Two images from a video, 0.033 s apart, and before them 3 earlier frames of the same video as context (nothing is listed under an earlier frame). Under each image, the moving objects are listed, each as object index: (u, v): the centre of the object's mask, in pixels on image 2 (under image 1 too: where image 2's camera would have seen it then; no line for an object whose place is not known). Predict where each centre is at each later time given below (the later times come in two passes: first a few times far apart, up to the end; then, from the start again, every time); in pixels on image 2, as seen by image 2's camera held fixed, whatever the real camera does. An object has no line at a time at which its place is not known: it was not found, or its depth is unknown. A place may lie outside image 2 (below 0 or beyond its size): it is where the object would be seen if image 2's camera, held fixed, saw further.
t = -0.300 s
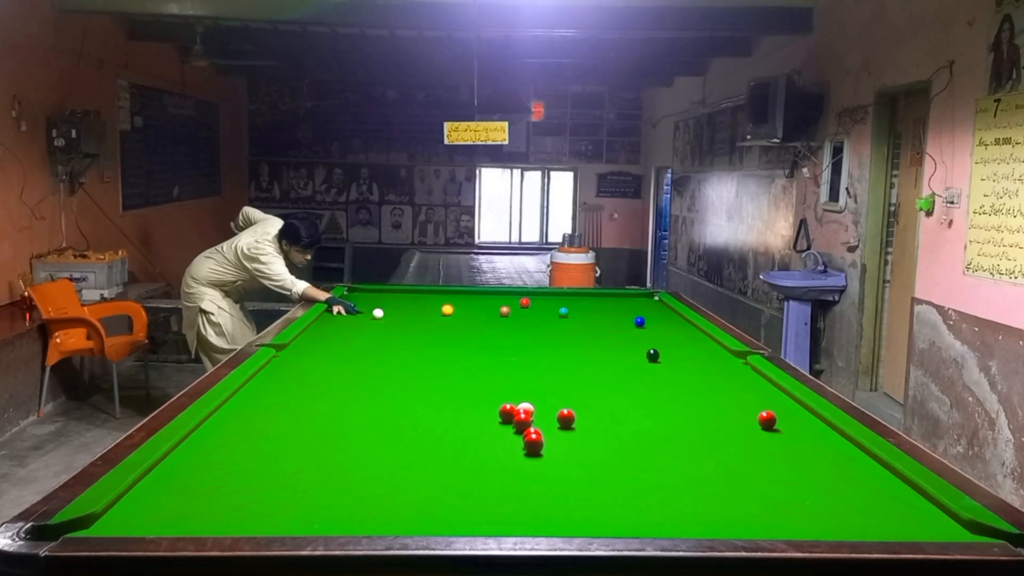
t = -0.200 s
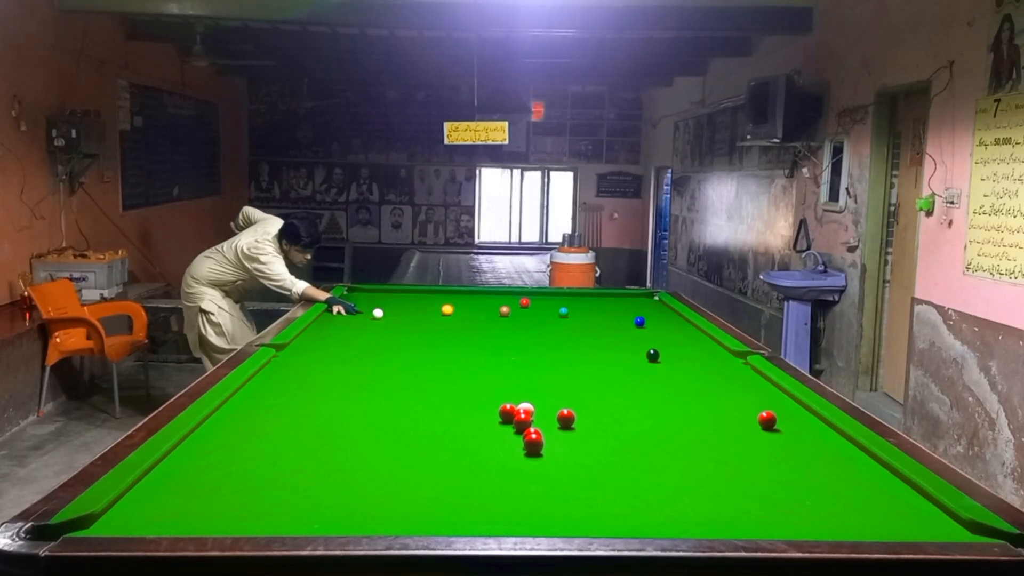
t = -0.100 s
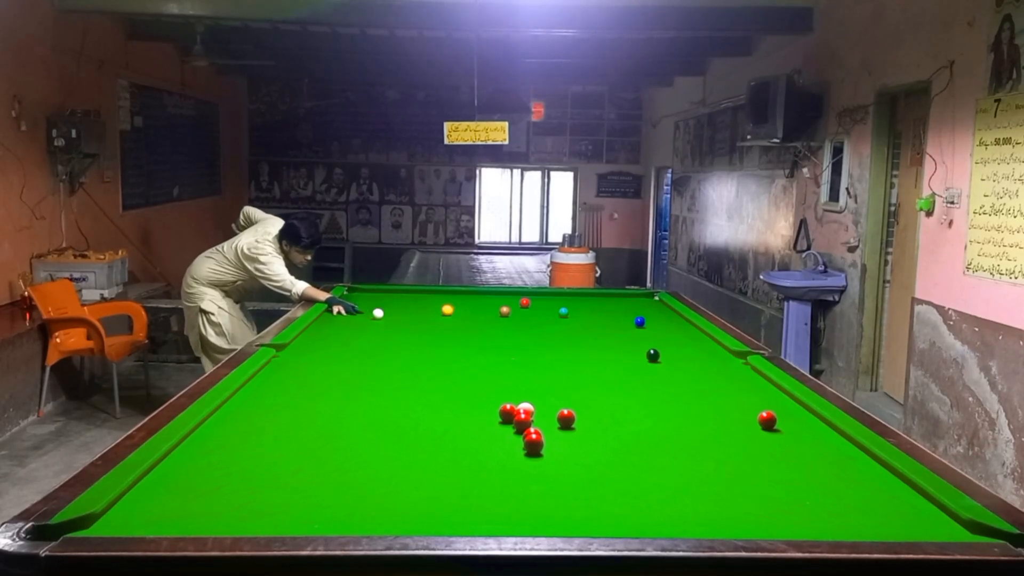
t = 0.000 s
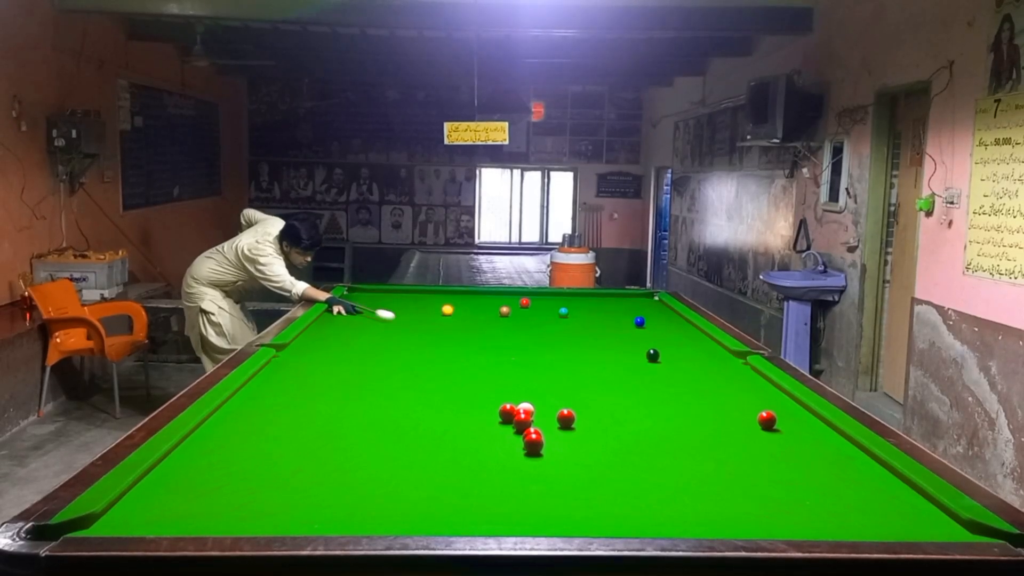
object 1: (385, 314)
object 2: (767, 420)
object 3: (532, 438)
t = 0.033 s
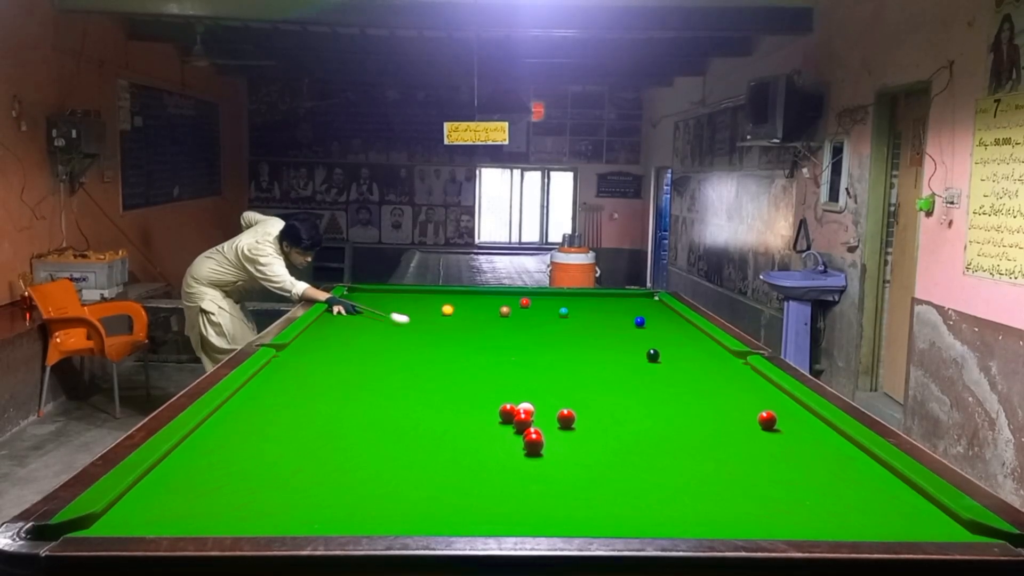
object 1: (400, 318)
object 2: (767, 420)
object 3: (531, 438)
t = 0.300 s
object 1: (523, 350)
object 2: (767, 420)
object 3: (531, 438)
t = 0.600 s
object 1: (716, 401)
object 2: (767, 420)
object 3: (531, 438)
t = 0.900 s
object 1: (762, 415)
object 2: (871, 482)
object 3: (532, 438)
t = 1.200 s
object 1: (673, 425)
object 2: (933, 523)
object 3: (531, 438)
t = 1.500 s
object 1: (582, 433)
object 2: (813, 518)
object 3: (531, 438)
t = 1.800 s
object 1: (548, 441)
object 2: (700, 514)
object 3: (529, 439)
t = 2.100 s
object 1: (547, 443)
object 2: (596, 510)
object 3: (517, 448)
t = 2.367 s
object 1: (547, 443)
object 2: (509, 507)
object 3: (509, 452)
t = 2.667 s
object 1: (547, 443)
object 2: (416, 504)
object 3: (503, 454)
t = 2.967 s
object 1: (547, 443)
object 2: (330, 501)
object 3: (500, 455)
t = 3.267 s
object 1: (547, 443)
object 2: (248, 500)
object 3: (499, 456)
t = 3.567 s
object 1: (547, 443)
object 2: (172, 499)
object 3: (499, 456)
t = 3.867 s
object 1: (547, 443)
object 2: (146, 498)
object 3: (499, 456)
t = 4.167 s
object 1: (547, 443)
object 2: (189, 497)
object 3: (499, 456)
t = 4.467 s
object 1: (547, 443)
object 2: (226, 496)
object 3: (499, 455)
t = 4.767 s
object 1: (547, 443)
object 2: (256, 497)
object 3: (499, 455)
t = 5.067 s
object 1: (547, 443)
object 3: (499, 456)
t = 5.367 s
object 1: (547, 443)
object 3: (499, 455)
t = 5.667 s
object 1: (547, 443)
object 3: (499, 455)
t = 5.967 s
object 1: (547, 443)
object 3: (499, 455)
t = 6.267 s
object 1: (547, 443)
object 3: (499, 455)
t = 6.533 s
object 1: (547, 443)
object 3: (499, 455)
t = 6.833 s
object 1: (547, 443)
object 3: (499, 455)
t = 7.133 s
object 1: (547, 443)
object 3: (499, 455)
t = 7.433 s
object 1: (547, 443)
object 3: (499, 455)
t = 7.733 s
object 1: (547, 443)
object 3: (499, 455)
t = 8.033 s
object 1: (547, 443)
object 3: (499, 455)
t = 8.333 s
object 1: (547, 443)
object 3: (499, 456)
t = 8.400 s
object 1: (547, 443)
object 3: (499, 456)
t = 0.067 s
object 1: (414, 322)
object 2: (767, 420)
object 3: (531, 438)
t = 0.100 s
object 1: (429, 326)
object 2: (767, 420)
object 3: (531, 438)
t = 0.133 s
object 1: (444, 330)
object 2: (767, 420)
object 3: (532, 438)
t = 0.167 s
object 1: (459, 334)
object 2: (767, 420)
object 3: (531, 438)
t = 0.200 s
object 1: (475, 338)
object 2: (767, 420)
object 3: (531, 438)
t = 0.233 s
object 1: (490, 342)
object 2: (767, 420)
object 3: (531, 438)
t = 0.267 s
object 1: (507, 346)
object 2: (767, 420)
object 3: (531, 438)
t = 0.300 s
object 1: (523, 350)
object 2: (767, 420)
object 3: (531, 438)
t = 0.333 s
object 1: (541, 355)
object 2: (767, 420)
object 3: (531, 438)
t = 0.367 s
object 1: (559, 360)
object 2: (767, 420)
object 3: (531, 438)
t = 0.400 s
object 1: (578, 365)
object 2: (767, 420)
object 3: (531, 438)
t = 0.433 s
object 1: (599, 370)
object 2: (767, 420)
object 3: (532, 438)
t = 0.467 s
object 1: (620, 376)
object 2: (767, 420)
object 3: (531, 438)
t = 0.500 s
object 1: (642, 381)
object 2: (767, 420)
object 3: (531, 438)
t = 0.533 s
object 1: (665, 388)
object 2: (767, 420)
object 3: (532, 438)
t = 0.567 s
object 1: (690, 394)
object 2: (767, 420)
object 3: (532, 438)
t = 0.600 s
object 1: (716, 401)
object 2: (767, 420)
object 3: (531, 438)
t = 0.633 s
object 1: (744, 408)
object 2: (767, 420)
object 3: (531, 438)
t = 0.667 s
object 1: (767, 412)
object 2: (774, 423)
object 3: (532, 438)
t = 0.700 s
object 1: (783, 413)
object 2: (787, 431)
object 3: (531, 438)
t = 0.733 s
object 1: (800, 414)
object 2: (800, 438)
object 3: (532, 438)
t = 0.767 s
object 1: (811, 415)
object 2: (815, 447)
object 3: (531, 438)
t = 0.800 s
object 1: (798, 415)
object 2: (829, 456)
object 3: (532, 438)
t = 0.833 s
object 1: (785, 415)
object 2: (843, 465)
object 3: (532, 438)
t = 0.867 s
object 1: (773, 415)
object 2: (857, 474)
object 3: (531, 438)
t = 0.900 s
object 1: (762, 415)
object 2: (871, 482)
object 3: (532, 438)
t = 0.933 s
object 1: (752, 416)
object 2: (885, 491)
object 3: (531, 438)
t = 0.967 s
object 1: (742, 417)
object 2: (901, 500)
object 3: (532, 438)
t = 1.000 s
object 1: (732, 418)
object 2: (917, 510)
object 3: (531, 438)
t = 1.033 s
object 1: (723, 419)
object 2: (932, 518)
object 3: (532, 438)
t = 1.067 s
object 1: (713, 420)
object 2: (949, 525)
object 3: (532, 438)
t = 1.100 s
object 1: (703, 421)
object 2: (964, 525)
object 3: (531, 438)
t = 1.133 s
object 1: (693, 422)
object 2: (964, 524)
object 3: (531, 438)
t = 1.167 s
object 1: (683, 423)
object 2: (948, 523)
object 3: (531, 438)
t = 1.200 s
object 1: (673, 425)
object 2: (933, 523)
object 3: (531, 438)
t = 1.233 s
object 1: (664, 426)
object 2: (920, 522)
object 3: (531, 438)
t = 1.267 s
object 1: (653, 426)
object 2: (906, 522)
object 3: (531, 438)
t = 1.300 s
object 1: (644, 427)
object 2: (892, 521)
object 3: (531, 438)
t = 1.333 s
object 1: (633, 428)
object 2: (879, 521)
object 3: (531, 438)
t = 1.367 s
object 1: (623, 429)
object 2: (865, 520)
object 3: (531, 438)
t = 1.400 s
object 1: (613, 430)
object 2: (852, 520)
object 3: (531, 438)
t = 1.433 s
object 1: (602, 432)
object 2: (839, 519)
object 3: (531, 438)
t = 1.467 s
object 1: (592, 432)
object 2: (826, 519)
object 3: (531, 438)
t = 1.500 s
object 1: (582, 433)
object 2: (813, 518)
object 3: (531, 438)
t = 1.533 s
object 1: (571, 434)
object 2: (801, 518)
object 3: (531, 438)
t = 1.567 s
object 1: (560, 435)
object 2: (788, 517)
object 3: (531, 438)
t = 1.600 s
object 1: (552, 438)
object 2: (775, 517)
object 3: (531, 439)
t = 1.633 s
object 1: (551, 439)
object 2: (762, 516)
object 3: (532, 439)
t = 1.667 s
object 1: (550, 439)
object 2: (750, 516)
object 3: (532, 440)
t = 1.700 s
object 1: (549, 440)
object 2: (737, 515)
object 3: (532, 440)
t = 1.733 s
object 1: (548, 440)
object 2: (725, 515)
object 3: (530, 440)
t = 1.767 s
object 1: (548, 441)
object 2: (713, 515)
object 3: (529, 440)
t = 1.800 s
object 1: (548, 441)
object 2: (700, 514)
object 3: (529, 439)
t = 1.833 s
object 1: (548, 441)
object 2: (689, 514)
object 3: (527, 441)
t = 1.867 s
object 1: (547, 442)
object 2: (677, 513)
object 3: (525, 442)
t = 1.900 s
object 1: (547, 442)
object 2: (665, 513)
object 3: (524, 442)
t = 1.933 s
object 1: (548, 442)
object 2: (653, 512)
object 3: (523, 442)
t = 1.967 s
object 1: (547, 442)
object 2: (642, 512)
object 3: (521, 443)
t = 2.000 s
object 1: (547, 442)
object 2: (630, 511)
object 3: (520, 443)
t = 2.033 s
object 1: (547, 442)
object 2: (619, 511)
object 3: (519, 448)
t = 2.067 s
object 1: (547, 442)
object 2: (607, 510)
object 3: (518, 448)
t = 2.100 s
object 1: (547, 443)
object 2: (596, 510)
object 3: (517, 448)
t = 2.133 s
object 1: (547, 443)
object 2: (584, 510)
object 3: (516, 449)
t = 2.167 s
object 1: (547, 443)
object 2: (574, 510)
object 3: (515, 449)
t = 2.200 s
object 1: (547, 443)
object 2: (563, 509)
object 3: (514, 450)
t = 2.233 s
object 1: (547, 443)
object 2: (552, 509)
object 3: (513, 450)
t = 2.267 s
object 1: (547, 443)
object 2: (541, 508)
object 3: (512, 450)
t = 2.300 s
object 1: (547, 443)
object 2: (530, 508)
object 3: (511, 451)
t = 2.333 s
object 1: (547, 443)
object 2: (519, 508)
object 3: (510, 451)
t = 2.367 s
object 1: (547, 443)
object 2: (509, 507)
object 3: (509, 452)
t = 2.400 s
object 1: (547, 443)
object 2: (498, 507)
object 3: (509, 452)
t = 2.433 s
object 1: (547, 443)
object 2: (487, 506)
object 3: (508, 452)
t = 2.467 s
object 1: (547, 443)
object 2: (477, 506)
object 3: (507, 452)
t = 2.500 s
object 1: (547, 443)
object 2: (467, 505)
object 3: (506, 453)
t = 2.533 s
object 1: (547, 443)
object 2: (457, 505)
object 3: (506, 453)
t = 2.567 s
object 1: (547, 443)
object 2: (446, 505)
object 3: (505, 453)
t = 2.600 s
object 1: (547, 443)
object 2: (436, 505)
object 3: (504, 453)
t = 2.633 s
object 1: (547, 443)
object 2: (426, 504)
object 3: (504, 454)
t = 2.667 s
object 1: (547, 443)
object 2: (416, 504)
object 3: (503, 454)
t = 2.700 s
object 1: (547, 443)
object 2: (406, 503)
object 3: (503, 454)
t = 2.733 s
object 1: (547, 443)
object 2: (397, 503)
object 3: (502, 454)
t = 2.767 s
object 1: (547, 443)
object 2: (387, 503)
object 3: (502, 454)
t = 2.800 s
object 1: (547, 443)
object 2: (377, 502)
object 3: (501, 455)
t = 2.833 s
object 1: (547, 443)
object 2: (368, 502)
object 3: (501, 455)
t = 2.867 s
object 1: (547, 443)
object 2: (358, 501)
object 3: (501, 455)
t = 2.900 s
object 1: (547, 443)
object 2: (348, 501)
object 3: (500, 455)
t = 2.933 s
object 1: (547, 443)
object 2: (339, 502)
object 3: (500, 455)
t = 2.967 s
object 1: (547, 443)
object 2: (330, 501)
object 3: (500, 455)
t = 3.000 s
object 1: (547, 443)
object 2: (320, 501)
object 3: (499, 455)
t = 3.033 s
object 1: (547, 443)
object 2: (311, 500)
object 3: (499, 455)
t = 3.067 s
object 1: (547, 443)
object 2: (302, 500)
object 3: (499, 455)
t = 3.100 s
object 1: (547, 443)
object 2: (293, 500)
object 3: (499, 456)
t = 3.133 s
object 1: (547, 443)
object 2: (284, 500)
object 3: (499, 456)
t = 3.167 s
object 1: (547, 443)
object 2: (275, 500)
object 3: (499, 456)
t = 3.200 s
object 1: (547, 443)
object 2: (266, 500)
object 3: (499, 456)
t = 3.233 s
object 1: (547, 443)
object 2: (257, 500)
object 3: (499, 456)
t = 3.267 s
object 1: (547, 443)
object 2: (248, 500)
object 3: (499, 456)
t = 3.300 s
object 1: (547, 443)
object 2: (240, 500)
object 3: (499, 456)
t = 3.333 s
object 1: (547, 443)
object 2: (231, 500)
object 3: (499, 456)
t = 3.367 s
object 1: (547, 443)
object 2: (222, 500)
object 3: (499, 456)
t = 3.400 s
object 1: (547, 443)
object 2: (214, 500)
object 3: (499, 456)
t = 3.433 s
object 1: (547, 443)
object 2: (205, 499)
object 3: (499, 456)
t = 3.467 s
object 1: (547, 443)
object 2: (197, 499)
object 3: (499, 455)
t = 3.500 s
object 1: (547, 443)
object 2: (188, 499)
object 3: (499, 455)
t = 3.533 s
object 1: (547, 443)
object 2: (180, 499)
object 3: (499, 456)
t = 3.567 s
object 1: (547, 443)
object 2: (172, 499)
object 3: (499, 456)
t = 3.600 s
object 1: (547, 443)
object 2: (164, 499)
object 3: (499, 456)
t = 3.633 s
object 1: (547, 443)
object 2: (155, 499)
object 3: (499, 456)
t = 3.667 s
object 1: (547, 443)
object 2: (148, 498)
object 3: (499, 456)
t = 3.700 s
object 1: (547, 443)
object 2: (140, 499)
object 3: (499, 456)
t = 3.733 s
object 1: (547, 443)
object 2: (132, 498)
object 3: (499, 456)
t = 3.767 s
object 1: (547, 443)
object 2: (131, 498)
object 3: (499, 456)
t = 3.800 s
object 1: (547, 443)
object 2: (136, 498)
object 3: (499, 456)
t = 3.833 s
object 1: (547, 443)
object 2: (141, 498)
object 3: (499, 456)
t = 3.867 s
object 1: (547, 443)
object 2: (146, 498)
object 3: (499, 456)
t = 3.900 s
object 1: (547, 443)
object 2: (152, 498)
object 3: (499, 456)
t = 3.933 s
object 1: (547, 443)
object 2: (157, 498)
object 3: (499, 456)
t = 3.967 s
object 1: (547, 443)
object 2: (162, 497)
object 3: (499, 455)
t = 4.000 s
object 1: (547, 443)
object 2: (167, 497)
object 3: (499, 455)
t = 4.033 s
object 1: (547, 443)
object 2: (171, 497)
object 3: (499, 455)
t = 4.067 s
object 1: (547, 443)
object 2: (176, 497)
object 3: (499, 456)
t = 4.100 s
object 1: (547, 443)
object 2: (181, 497)
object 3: (499, 456)
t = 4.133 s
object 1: (547, 443)
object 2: (185, 497)
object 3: (499, 456)
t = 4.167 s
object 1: (547, 443)
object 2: (189, 497)
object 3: (499, 456)
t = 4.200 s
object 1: (547, 443)
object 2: (194, 497)
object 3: (499, 456)
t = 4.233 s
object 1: (547, 443)
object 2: (199, 497)
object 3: (499, 455)
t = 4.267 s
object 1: (547, 443)
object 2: (203, 497)
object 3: (499, 455)
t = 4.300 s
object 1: (547, 443)
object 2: (207, 496)
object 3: (499, 455)
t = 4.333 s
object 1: (547, 443)
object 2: (211, 497)
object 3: (499, 455)
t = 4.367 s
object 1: (547, 443)
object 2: (215, 496)
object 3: (499, 455)
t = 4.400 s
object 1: (547, 443)
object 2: (219, 497)
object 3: (499, 455)
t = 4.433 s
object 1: (547, 443)
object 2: (223, 496)
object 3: (499, 455)
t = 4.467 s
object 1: (547, 443)
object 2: (226, 496)
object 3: (499, 455)
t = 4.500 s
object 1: (547, 443)
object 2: (230, 496)
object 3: (499, 455)
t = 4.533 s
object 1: (547, 443)
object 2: (234, 497)
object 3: (499, 455)
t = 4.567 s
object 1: (547, 443)
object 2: (237, 497)
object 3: (499, 455)
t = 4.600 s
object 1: (547, 443)
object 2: (240, 497)
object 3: (499, 455)
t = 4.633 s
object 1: (547, 443)
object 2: (244, 497)
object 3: (499, 455)
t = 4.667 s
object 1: (547, 443)
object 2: (247, 497)
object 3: (499, 455)
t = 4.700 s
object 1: (547, 443)
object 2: (250, 497)
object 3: (499, 455)
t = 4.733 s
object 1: (547, 443)
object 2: (253, 496)
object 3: (499, 455)
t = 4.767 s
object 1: (547, 443)
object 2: (256, 497)
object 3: (499, 455)
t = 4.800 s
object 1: (547, 443)
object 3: (499, 455)
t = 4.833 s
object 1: (547, 443)
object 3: (499, 455)
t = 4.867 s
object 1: (547, 443)
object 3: (499, 455)
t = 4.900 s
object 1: (547, 443)
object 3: (499, 455)
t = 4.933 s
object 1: (547, 443)
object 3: (499, 455)
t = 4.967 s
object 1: (547, 443)
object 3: (499, 455)
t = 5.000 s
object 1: (547, 443)
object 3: (499, 455)
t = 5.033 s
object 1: (547, 443)
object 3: (499, 456)
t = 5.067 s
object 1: (547, 443)
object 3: (499, 456)
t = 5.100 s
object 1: (547, 443)
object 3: (499, 456)
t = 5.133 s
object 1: (547, 443)
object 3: (499, 456)
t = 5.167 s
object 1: (547, 443)
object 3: (499, 456)
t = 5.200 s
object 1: (547, 443)
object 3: (499, 456)
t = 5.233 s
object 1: (547, 443)
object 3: (499, 456)
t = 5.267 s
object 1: (547, 443)
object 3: (499, 455)
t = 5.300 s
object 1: (547, 443)
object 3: (499, 456)
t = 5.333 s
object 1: (547, 443)
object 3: (499, 455)
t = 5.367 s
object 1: (547, 443)
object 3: (499, 455)
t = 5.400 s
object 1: (547, 443)
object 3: (499, 455)
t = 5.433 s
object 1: (547, 443)
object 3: (499, 455)
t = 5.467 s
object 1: (547, 443)
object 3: (499, 455)
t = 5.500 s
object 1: (547, 443)
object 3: (499, 455)
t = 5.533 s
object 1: (547, 443)
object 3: (499, 455)
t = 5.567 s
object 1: (547, 443)
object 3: (499, 455)
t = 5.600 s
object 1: (547, 443)
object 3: (499, 455)
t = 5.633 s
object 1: (547, 443)
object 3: (499, 455)
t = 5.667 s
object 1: (547, 443)
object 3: (499, 455)
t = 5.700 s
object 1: (547, 443)
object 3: (499, 455)
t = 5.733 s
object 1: (547, 443)
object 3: (499, 455)
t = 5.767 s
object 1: (547, 443)
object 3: (499, 455)
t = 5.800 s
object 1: (547, 443)
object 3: (499, 455)
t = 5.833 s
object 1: (547, 443)
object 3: (499, 455)
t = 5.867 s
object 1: (547, 443)
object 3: (499, 455)
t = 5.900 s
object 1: (547, 443)
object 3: (499, 455)
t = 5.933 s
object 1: (547, 443)
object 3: (499, 455)
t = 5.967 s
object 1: (547, 443)
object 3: (499, 455)
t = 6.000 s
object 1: (547, 443)
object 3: (499, 455)
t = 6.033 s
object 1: (547, 443)
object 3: (499, 455)
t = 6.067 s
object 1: (547, 443)
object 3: (499, 455)
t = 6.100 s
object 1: (547, 443)
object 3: (499, 455)
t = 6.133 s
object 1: (547, 443)
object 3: (499, 455)
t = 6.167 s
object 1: (547, 443)
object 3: (499, 455)
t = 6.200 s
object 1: (547, 443)
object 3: (499, 455)
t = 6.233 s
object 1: (547, 443)
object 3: (499, 455)
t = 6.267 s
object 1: (547, 443)
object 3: (499, 455)
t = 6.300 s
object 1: (547, 443)
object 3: (499, 455)
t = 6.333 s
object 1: (547, 443)
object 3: (499, 455)
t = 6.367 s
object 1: (547, 443)
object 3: (499, 455)
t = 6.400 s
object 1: (547, 443)
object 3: (499, 455)
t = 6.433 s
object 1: (547, 443)
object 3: (499, 455)
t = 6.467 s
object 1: (547, 443)
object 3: (499, 455)
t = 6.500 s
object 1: (547, 443)
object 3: (499, 455)
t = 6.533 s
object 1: (547, 443)
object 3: (499, 455)
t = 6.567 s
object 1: (547, 443)
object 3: (499, 455)
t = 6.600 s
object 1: (547, 443)
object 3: (499, 455)
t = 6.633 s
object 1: (547, 443)
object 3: (499, 455)
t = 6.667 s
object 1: (547, 443)
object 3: (499, 455)
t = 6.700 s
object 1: (547, 443)
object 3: (499, 455)
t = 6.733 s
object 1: (547, 443)
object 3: (499, 455)
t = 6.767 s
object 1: (547, 443)
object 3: (499, 455)
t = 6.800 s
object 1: (547, 443)
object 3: (499, 455)
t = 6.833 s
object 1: (547, 443)
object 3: (499, 455)
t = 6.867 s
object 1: (547, 443)
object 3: (499, 455)
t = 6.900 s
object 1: (547, 443)
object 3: (499, 455)
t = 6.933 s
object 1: (547, 443)
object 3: (499, 455)
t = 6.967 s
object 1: (547, 443)
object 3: (499, 455)
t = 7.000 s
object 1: (547, 443)
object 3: (499, 455)
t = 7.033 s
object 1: (547, 443)
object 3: (499, 455)
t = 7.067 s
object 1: (547, 443)
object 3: (499, 455)
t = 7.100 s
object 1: (547, 443)
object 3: (499, 455)
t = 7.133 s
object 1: (547, 443)
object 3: (499, 455)
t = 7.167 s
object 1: (547, 443)
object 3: (499, 455)
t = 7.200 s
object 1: (547, 443)
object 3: (499, 455)
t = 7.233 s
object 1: (547, 443)
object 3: (499, 455)
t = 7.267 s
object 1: (547, 443)
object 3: (499, 455)
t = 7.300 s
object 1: (547, 443)
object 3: (499, 455)
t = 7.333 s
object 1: (547, 443)
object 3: (499, 455)
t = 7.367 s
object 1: (547, 443)
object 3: (499, 455)
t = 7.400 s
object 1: (547, 443)
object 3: (499, 455)
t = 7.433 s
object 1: (547, 443)
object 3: (499, 455)
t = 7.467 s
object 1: (547, 443)
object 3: (499, 455)
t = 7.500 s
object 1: (547, 443)
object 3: (499, 455)
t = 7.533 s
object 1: (547, 443)
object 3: (499, 455)
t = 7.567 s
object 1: (547, 443)
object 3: (499, 455)
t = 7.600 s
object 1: (547, 443)
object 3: (499, 455)
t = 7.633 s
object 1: (547, 443)
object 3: (499, 455)
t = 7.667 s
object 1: (547, 443)
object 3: (499, 455)
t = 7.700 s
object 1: (547, 443)
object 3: (499, 455)
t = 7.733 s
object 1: (547, 443)
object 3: (499, 455)
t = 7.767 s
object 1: (547, 443)
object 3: (499, 455)
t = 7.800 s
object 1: (547, 443)
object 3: (499, 455)
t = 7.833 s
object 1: (547, 443)
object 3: (499, 455)
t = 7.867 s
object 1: (547, 443)
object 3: (499, 455)
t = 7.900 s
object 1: (547, 443)
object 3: (499, 455)
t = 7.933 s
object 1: (547, 443)
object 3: (499, 455)
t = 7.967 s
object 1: (547, 443)
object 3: (499, 455)
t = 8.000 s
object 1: (547, 443)
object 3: (499, 455)
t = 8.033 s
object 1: (547, 443)
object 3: (499, 455)
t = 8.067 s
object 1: (547, 443)
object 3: (499, 455)
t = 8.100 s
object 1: (547, 443)
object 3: (499, 456)
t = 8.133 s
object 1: (547, 443)
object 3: (499, 455)
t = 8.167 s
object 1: (547, 443)
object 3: (499, 455)
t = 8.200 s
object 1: (547, 443)
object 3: (499, 455)
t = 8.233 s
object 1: (547, 443)
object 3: (499, 455)
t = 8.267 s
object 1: (547, 443)
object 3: (499, 455)
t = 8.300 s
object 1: (547, 443)
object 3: (499, 455)
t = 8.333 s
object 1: (547, 443)
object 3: (499, 456)
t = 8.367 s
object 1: (547, 443)
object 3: (499, 456)
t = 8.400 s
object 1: (547, 443)
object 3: (499, 456)
